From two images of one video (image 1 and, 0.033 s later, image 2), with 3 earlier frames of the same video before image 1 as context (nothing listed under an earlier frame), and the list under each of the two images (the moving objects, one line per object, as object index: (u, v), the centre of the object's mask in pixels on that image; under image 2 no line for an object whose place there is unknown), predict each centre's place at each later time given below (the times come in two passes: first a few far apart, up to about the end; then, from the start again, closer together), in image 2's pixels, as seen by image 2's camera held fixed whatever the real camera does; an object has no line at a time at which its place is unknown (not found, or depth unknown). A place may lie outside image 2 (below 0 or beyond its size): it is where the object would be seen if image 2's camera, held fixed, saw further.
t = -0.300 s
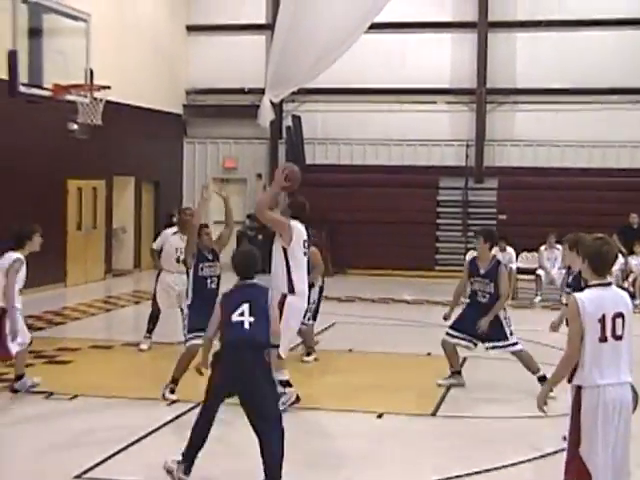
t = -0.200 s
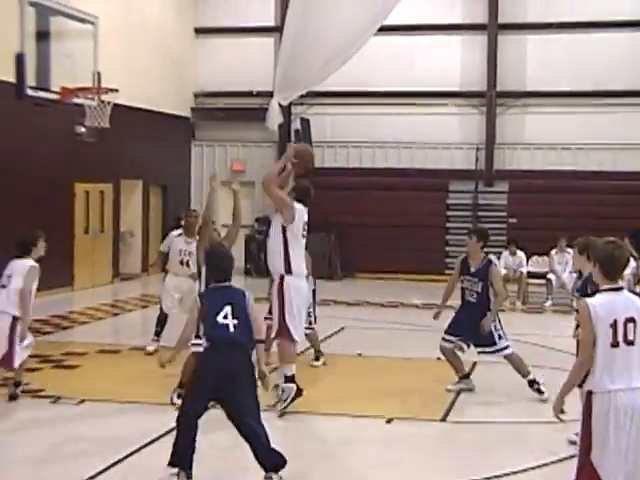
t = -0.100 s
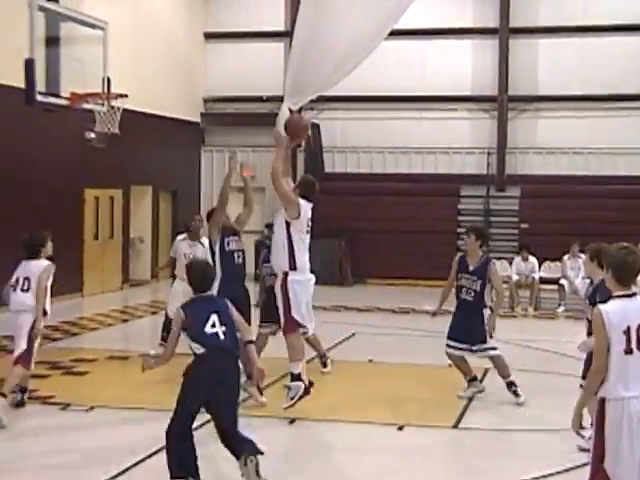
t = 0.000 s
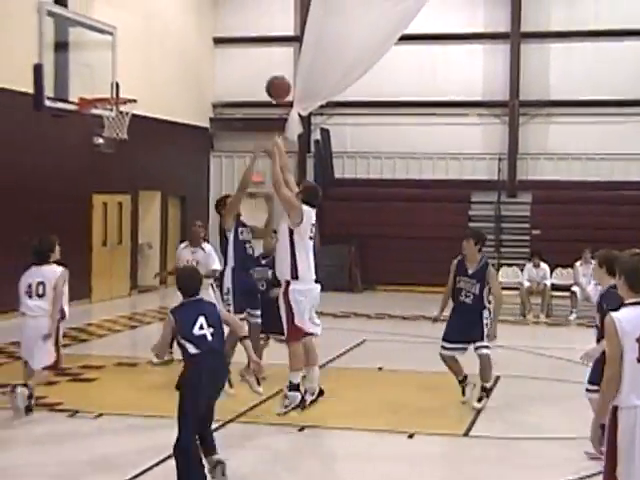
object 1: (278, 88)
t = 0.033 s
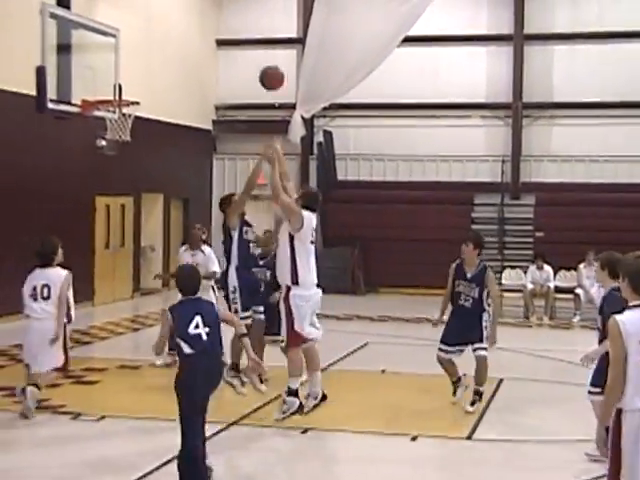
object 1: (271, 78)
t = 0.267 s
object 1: (208, 29)
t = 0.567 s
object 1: (135, 47)
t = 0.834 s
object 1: (100, 69)
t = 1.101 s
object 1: (110, 47)
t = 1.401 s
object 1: (128, 90)
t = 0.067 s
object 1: (262, 67)
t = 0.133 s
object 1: (244, 51)
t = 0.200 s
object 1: (226, 37)
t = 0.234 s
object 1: (216, 32)
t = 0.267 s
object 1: (208, 29)
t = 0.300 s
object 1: (199, 27)
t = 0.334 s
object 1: (191, 26)
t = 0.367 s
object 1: (183, 26)
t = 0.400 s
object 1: (175, 27)
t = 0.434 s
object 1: (167, 29)
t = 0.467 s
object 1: (159, 33)
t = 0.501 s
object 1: (151, 37)
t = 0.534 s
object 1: (143, 42)
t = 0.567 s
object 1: (135, 47)
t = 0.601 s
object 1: (127, 54)
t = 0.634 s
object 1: (120, 62)
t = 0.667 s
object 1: (113, 71)
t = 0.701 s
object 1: (105, 81)
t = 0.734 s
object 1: (98, 91)
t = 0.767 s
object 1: (99, 84)
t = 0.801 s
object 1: (99, 76)
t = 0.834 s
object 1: (100, 69)
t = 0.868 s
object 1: (101, 63)
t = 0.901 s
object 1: (102, 58)
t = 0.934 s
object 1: (102, 54)
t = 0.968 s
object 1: (103, 51)
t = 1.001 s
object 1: (104, 50)
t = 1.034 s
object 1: (106, 48)
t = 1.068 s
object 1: (108, 47)
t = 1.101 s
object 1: (110, 47)
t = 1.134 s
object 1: (112, 49)
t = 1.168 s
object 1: (114, 50)
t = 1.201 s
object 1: (116, 53)
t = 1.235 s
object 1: (118, 57)
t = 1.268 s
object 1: (120, 62)
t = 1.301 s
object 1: (122, 68)
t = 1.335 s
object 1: (124, 75)
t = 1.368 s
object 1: (126, 82)
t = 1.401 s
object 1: (128, 90)
